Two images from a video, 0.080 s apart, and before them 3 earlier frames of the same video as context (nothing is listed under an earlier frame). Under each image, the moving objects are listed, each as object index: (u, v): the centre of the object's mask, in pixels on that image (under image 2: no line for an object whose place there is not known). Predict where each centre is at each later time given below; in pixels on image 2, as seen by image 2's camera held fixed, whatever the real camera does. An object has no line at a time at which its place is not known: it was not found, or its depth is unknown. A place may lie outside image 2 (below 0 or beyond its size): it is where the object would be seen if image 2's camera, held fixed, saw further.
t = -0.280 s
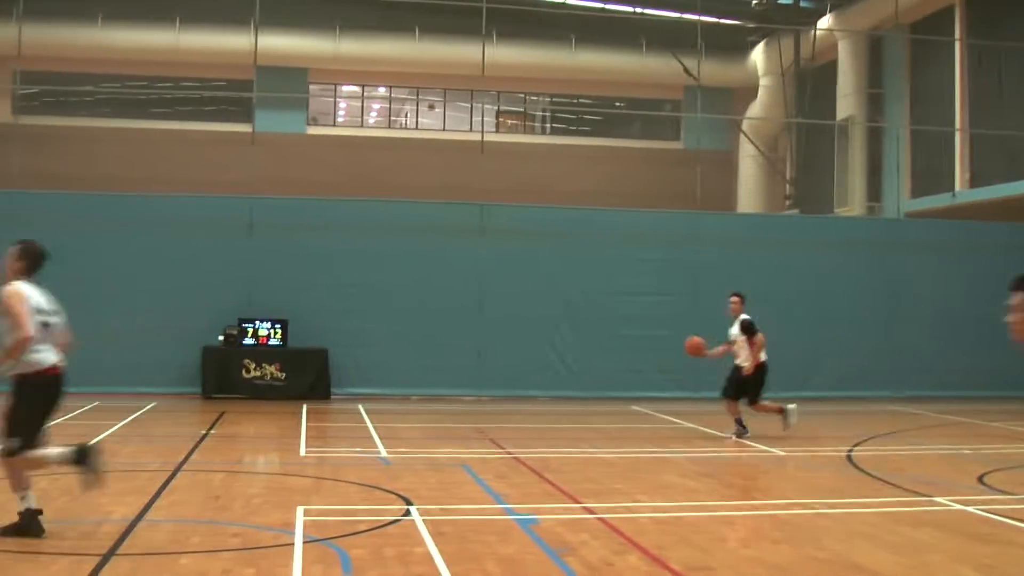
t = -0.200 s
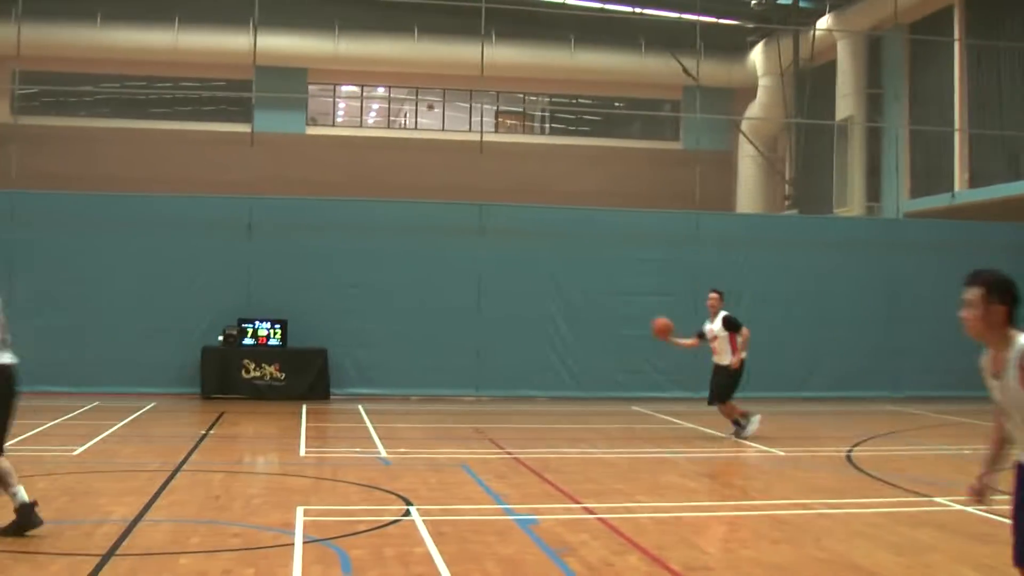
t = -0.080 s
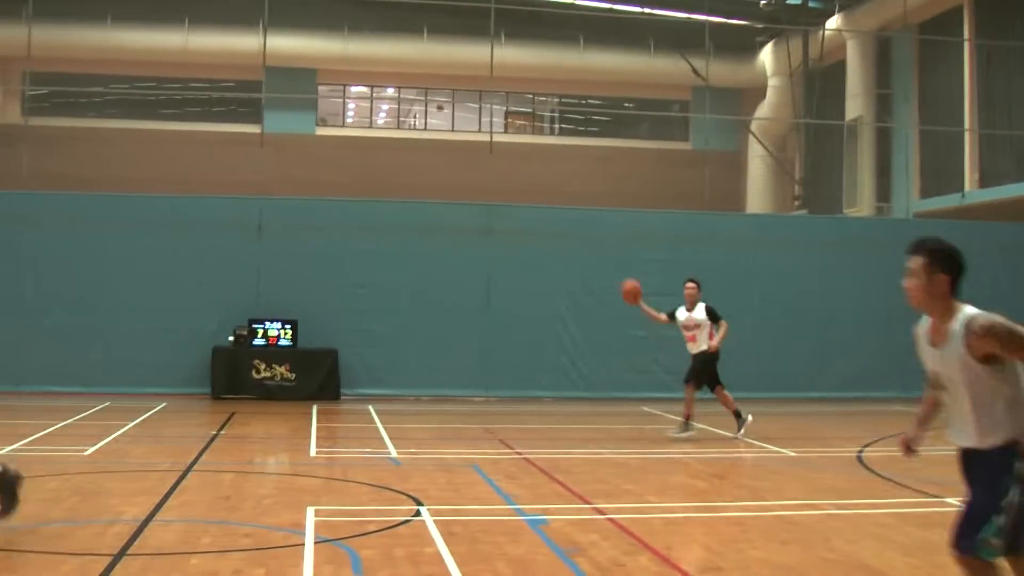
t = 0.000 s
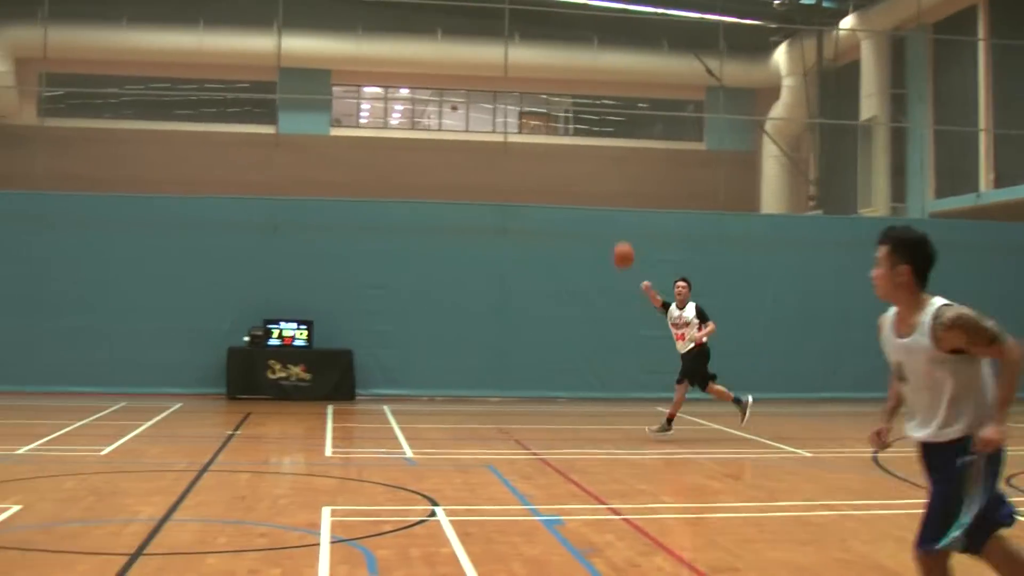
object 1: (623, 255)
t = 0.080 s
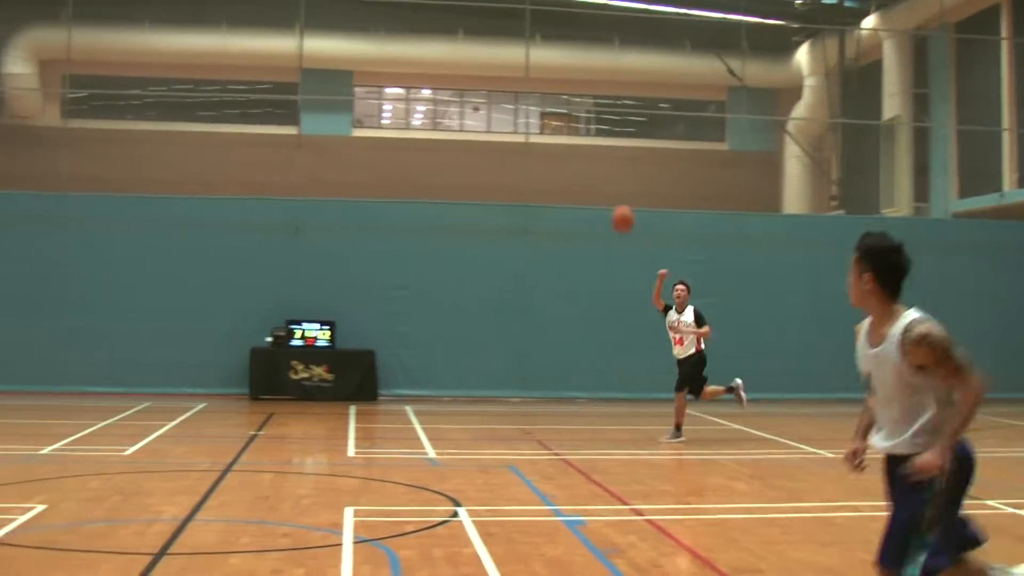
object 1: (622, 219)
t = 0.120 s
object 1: (610, 201)
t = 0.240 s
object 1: (562, 156)
